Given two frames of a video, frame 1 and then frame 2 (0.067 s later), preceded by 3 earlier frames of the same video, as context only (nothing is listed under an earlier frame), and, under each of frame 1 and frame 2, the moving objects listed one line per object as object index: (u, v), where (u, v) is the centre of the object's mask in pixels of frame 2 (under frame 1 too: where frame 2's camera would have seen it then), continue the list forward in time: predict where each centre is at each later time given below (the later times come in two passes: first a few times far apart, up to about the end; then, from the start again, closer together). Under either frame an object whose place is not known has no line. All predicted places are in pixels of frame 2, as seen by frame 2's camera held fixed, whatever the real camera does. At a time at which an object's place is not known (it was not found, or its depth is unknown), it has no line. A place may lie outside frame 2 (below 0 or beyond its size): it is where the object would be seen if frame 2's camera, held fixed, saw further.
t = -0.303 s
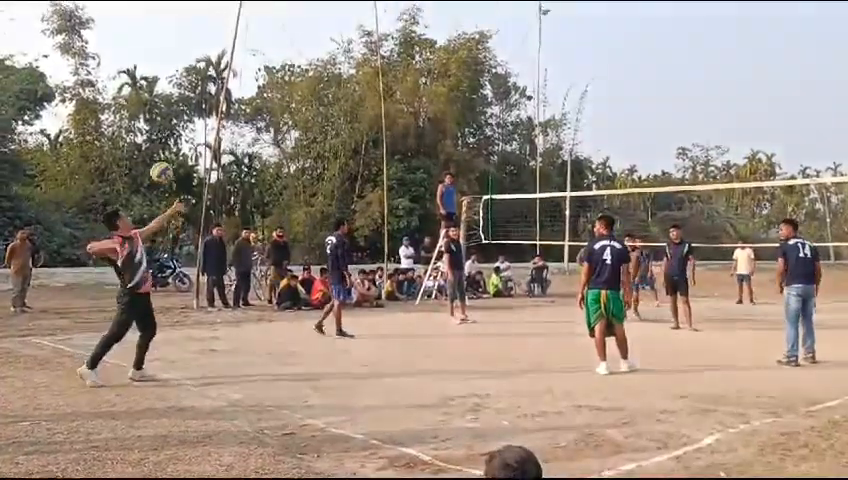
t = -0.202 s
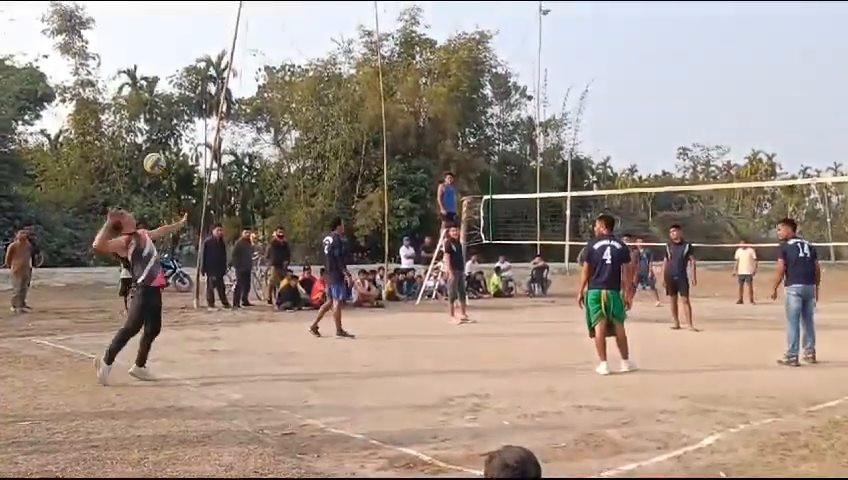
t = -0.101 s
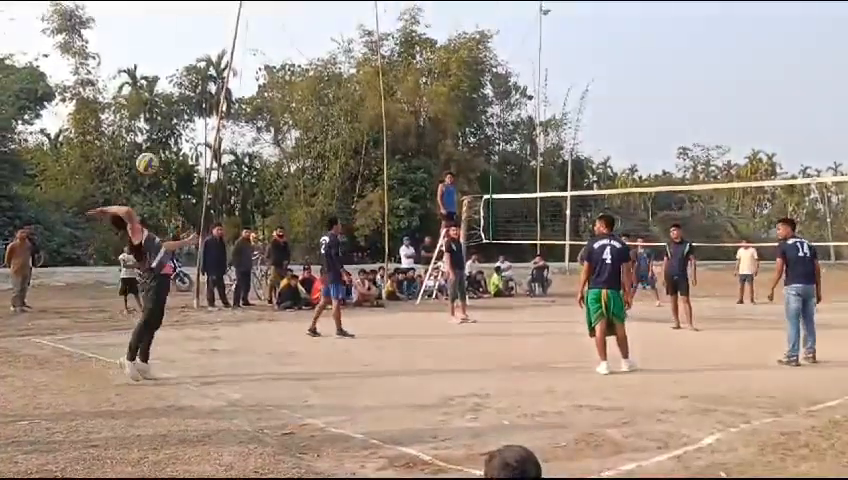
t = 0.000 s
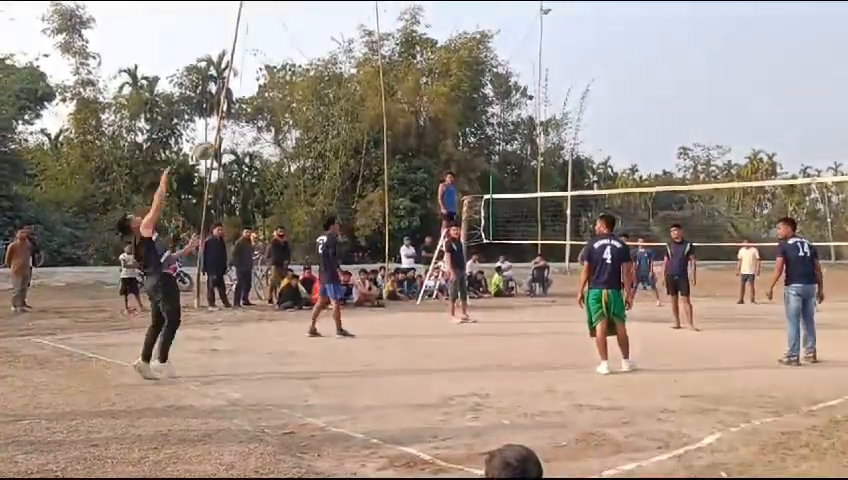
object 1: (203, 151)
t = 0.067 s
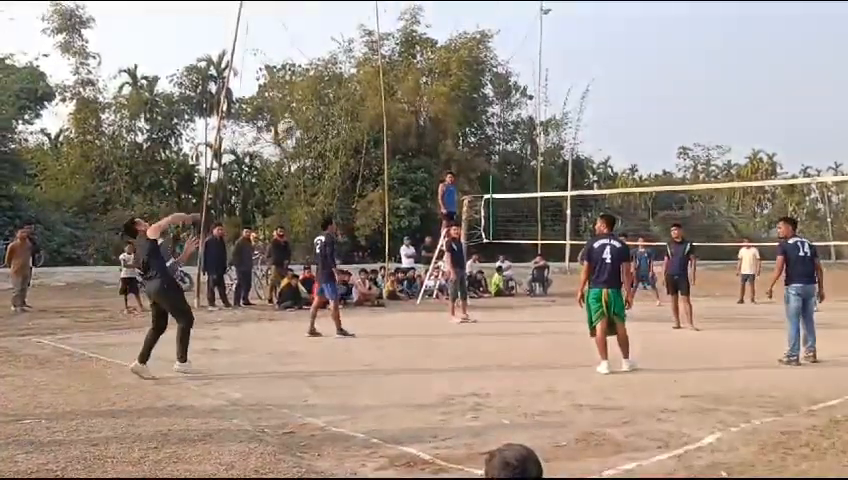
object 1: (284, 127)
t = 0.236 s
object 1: (456, 98)
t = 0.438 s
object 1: (618, 99)
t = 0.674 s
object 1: (740, 127)
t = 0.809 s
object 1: (796, 154)
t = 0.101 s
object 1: (324, 119)
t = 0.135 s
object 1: (359, 111)
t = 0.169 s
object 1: (392, 106)
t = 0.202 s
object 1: (424, 101)
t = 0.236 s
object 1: (456, 98)
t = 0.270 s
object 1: (483, 96)
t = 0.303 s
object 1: (509, 93)
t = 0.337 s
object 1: (550, 95)
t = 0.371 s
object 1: (574, 96)
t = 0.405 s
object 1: (597, 97)
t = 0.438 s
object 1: (618, 99)
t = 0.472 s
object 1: (638, 102)
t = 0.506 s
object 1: (658, 105)
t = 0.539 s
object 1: (676, 108)
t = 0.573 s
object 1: (693, 113)
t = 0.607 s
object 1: (710, 117)
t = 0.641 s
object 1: (725, 122)
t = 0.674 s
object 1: (740, 127)
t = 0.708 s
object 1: (755, 133)
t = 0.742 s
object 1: (770, 140)
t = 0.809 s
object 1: (796, 154)
